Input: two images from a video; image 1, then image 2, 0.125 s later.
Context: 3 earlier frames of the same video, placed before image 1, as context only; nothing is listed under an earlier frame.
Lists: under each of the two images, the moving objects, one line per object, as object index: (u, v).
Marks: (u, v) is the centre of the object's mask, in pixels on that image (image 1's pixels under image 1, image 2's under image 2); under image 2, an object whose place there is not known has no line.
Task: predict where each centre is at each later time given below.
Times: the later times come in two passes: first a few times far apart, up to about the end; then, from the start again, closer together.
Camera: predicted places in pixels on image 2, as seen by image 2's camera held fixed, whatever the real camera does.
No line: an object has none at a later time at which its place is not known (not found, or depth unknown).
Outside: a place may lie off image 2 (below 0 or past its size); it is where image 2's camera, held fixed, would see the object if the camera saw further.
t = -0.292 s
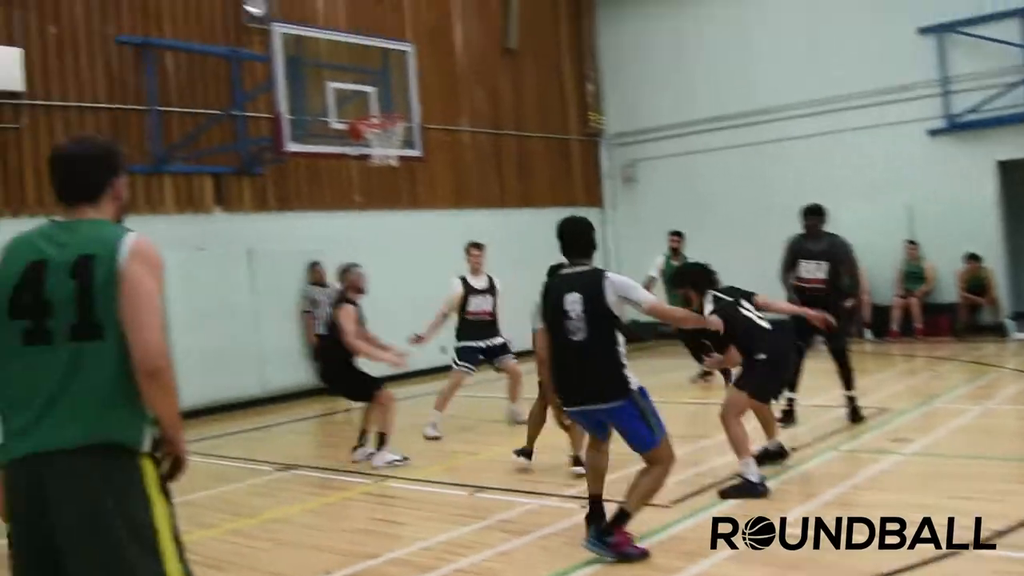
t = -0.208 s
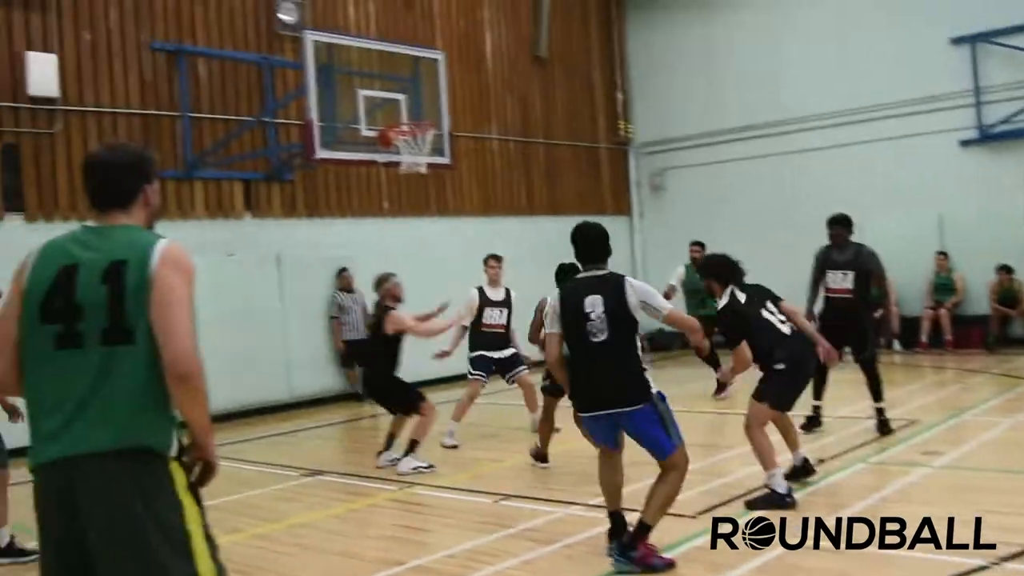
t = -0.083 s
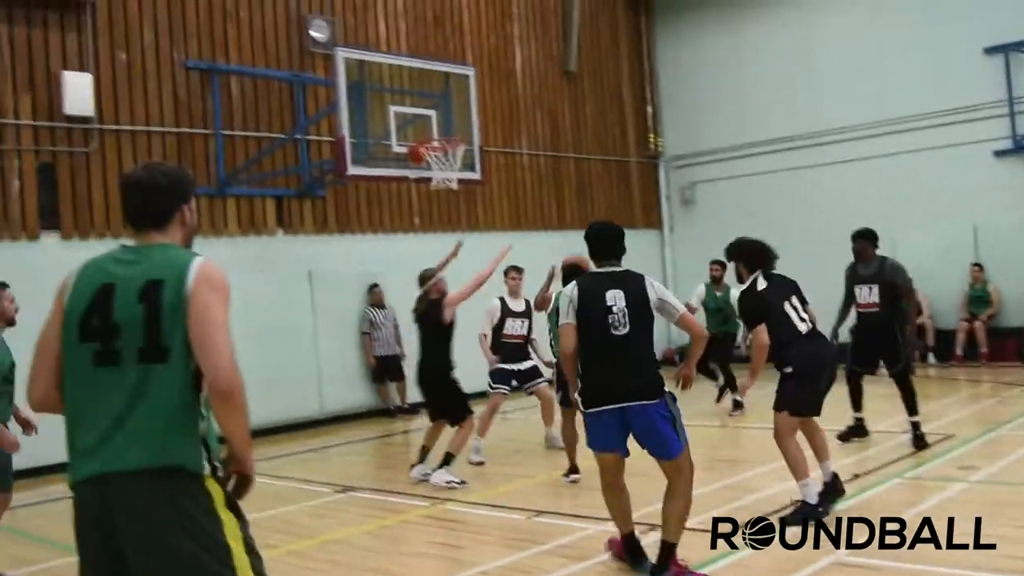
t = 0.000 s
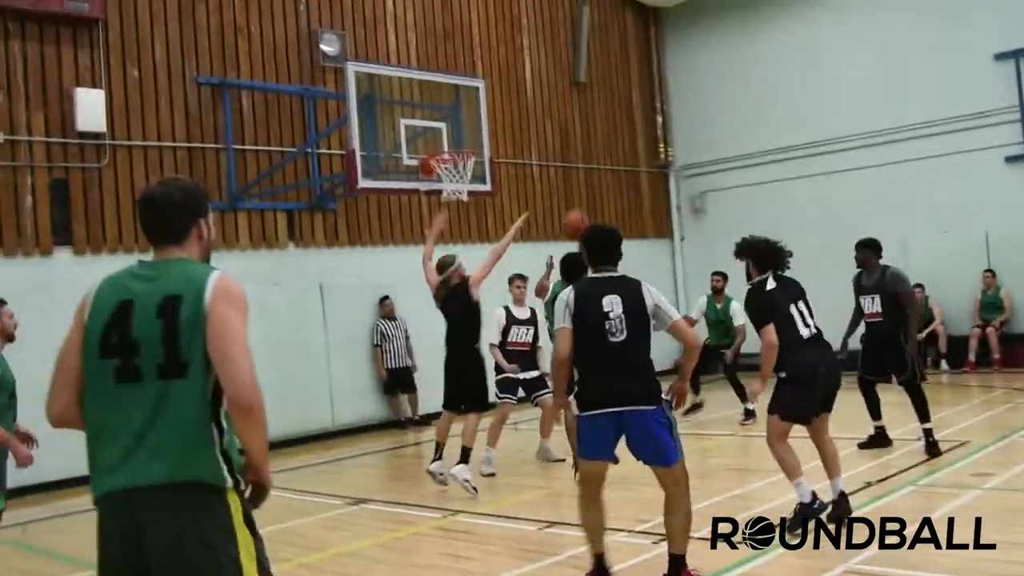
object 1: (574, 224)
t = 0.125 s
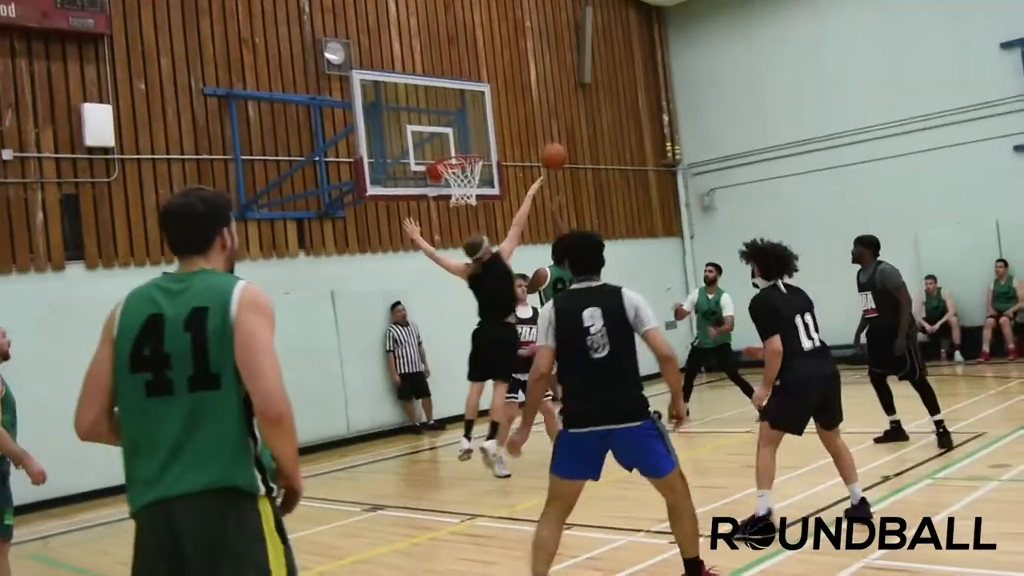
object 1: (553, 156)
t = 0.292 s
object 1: (516, 105)
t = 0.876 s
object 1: (439, 148)
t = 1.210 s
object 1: (467, 155)
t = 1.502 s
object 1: (479, 195)
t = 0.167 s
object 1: (546, 144)
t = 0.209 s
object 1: (535, 126)
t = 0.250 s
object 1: (525, 116)
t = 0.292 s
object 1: (516, 105)
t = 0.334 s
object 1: (510, 97)
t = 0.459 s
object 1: (485, 84)
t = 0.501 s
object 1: (479, 84)
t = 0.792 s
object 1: (439, 128)
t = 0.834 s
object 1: (434, 138)
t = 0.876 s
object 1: (439, 148)
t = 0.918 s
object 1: (444, 150)
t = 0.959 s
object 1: (459, 151)
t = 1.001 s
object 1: (468, 156)
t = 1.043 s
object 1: (460, 152)
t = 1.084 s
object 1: (456, 153)
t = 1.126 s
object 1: (454, 154)
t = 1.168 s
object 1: (459, 154)
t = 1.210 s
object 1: (467, 155)
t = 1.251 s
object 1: (473, 169)
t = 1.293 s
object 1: (476, 177)
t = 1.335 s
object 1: (479, 176)
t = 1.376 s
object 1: (480, 186)
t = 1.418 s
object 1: (482, 188)
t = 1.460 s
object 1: (480, 191)
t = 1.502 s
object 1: (479, 195)
